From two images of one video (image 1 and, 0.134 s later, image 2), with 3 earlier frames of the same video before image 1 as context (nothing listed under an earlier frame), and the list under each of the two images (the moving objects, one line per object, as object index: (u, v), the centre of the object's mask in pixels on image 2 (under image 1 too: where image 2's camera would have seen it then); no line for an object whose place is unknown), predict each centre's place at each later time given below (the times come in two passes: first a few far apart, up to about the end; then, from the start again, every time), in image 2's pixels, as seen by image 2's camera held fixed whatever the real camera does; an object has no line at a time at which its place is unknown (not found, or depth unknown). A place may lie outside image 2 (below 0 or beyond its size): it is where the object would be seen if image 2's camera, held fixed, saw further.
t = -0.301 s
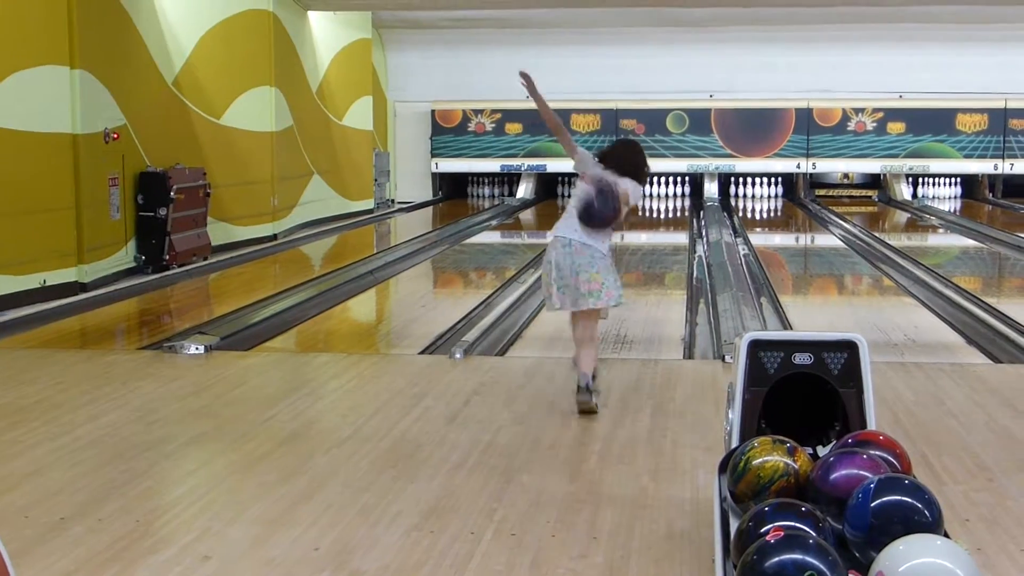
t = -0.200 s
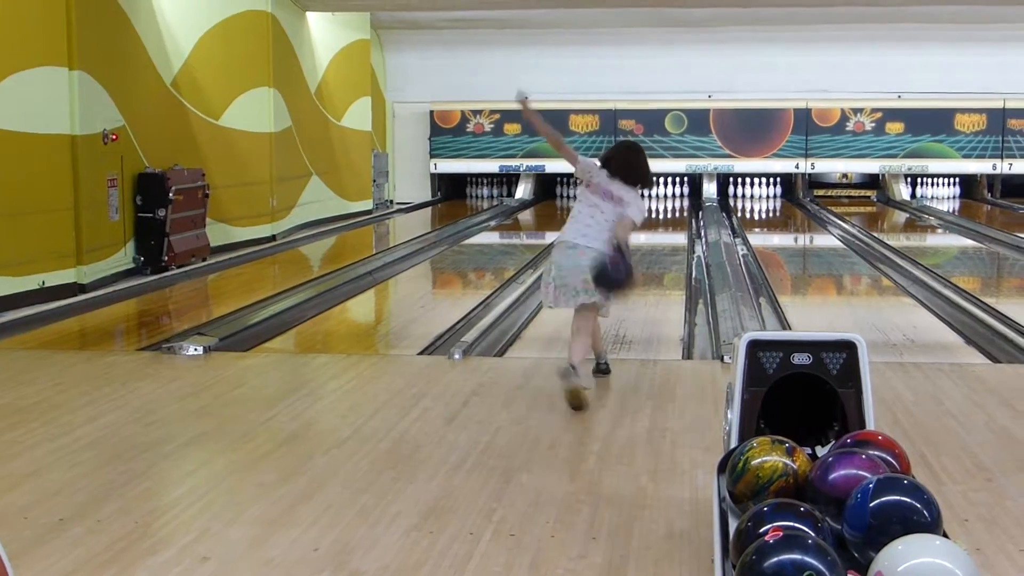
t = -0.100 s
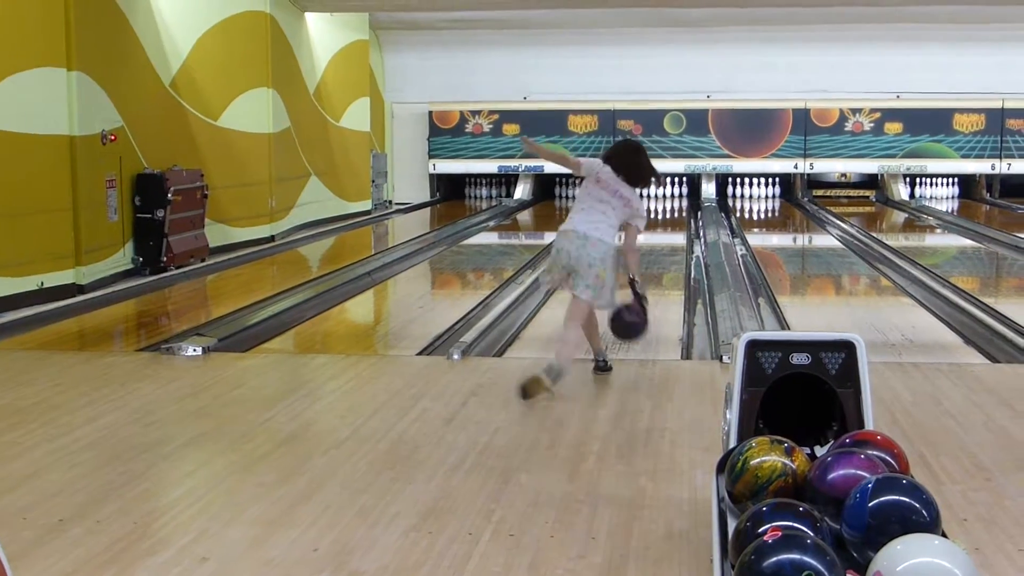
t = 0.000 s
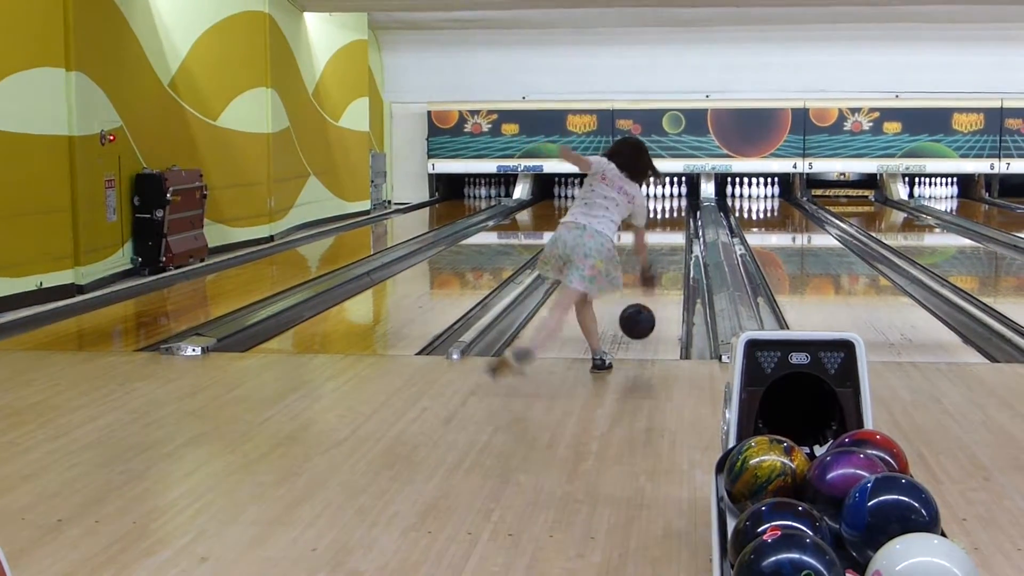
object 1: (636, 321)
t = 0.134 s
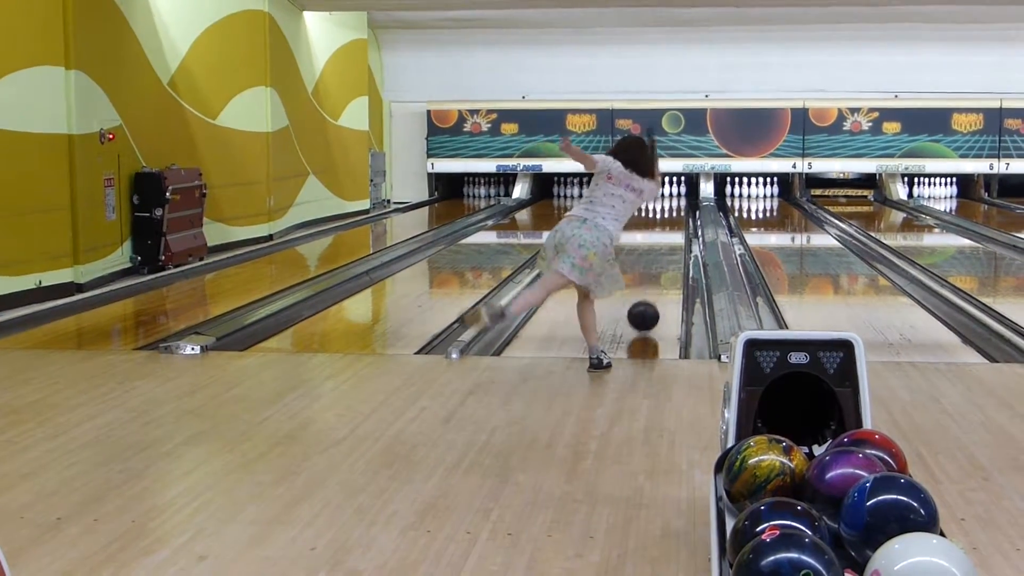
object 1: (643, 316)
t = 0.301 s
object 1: (650, 294)
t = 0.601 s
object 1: (658, 265)
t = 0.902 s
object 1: (664, 245)
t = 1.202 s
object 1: (668, 228)
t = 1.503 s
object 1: (669, 219)
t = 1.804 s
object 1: (670, 209)
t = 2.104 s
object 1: (669, 202)
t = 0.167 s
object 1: (645, 311)
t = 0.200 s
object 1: (646, 307)
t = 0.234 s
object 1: (647, 303)
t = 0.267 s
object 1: (649, 298)
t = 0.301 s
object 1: (650, 294)
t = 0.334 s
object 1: (651, 290)
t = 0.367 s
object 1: (652, 287)
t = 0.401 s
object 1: (653, 283)
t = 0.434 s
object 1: (654, 280)
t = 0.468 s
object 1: (655, 277)
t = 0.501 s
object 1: (656, 273)
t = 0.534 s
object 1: (657, 271)
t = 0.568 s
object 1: (658, 268)
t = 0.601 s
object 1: (658, 265)
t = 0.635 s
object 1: (659, 262)
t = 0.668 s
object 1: (660, 260)
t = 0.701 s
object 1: (661, 258)
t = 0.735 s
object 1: (661, 255)
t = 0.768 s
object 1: (662, 253)
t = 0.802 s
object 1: (662, 251)
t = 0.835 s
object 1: (663, 249)
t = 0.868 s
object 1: (663, 247)
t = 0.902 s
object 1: (664, 245)
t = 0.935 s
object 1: (664, 243)
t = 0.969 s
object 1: (665, 241)
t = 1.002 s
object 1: (665, 239)
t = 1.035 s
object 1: (665, 237)
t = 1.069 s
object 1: (666, 236)
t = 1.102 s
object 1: (666, 235)
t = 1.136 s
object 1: (666, 233)
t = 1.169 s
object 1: (667, 231)
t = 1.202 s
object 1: (668, 228)
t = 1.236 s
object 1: (664, 232)
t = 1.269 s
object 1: (671, 225)
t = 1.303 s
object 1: (668, 226)
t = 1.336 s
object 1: (668, 225)
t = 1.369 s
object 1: (668, 223)
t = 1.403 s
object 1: (669, 222)
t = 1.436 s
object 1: (669, 221)
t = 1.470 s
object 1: (669, 220)
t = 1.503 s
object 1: (669, 219)
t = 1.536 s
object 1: (669, 218)
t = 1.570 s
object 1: (670, 216)
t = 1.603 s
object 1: (669, 215)
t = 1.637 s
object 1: (669, 214)
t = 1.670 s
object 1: (670, 213)
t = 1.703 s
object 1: (669, 212)
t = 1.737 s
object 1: (670, 211)
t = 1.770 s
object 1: (670, 210)
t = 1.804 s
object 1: (670, 209)
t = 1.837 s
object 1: (670, 208)
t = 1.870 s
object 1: (670, 208)
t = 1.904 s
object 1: (670, 207)
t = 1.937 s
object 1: (670, 206)
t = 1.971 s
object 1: (670, 205)
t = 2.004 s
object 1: (669, 205)
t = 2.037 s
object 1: (670, 204)
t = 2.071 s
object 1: (669, 203)
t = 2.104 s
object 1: (669, 202)
